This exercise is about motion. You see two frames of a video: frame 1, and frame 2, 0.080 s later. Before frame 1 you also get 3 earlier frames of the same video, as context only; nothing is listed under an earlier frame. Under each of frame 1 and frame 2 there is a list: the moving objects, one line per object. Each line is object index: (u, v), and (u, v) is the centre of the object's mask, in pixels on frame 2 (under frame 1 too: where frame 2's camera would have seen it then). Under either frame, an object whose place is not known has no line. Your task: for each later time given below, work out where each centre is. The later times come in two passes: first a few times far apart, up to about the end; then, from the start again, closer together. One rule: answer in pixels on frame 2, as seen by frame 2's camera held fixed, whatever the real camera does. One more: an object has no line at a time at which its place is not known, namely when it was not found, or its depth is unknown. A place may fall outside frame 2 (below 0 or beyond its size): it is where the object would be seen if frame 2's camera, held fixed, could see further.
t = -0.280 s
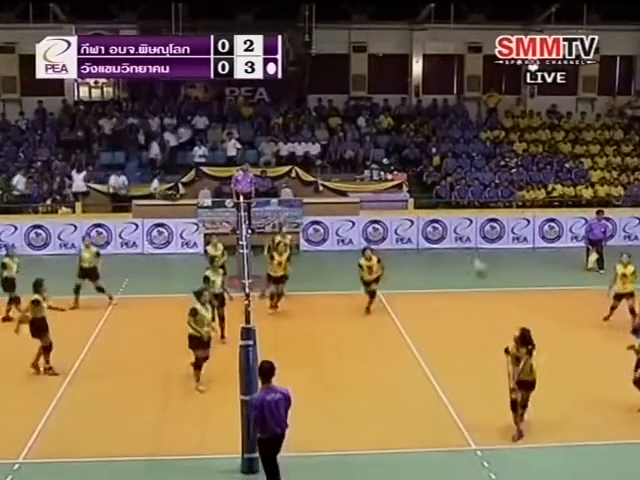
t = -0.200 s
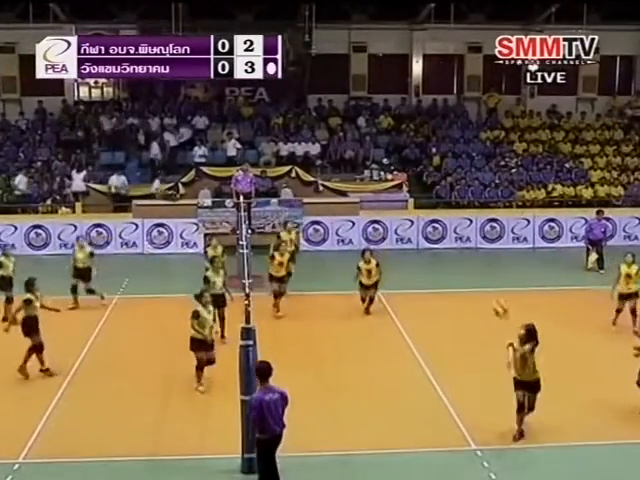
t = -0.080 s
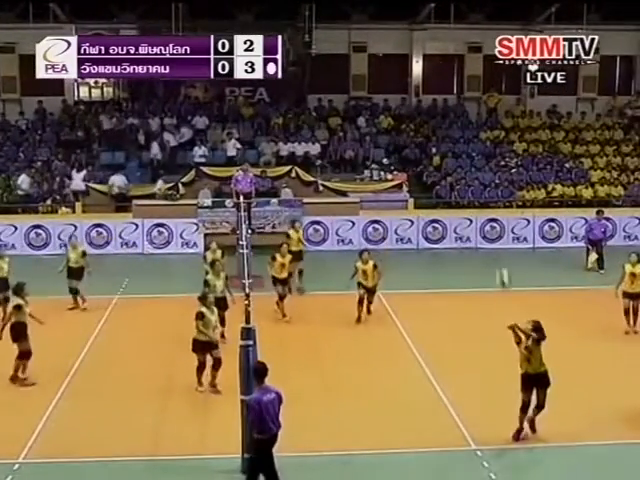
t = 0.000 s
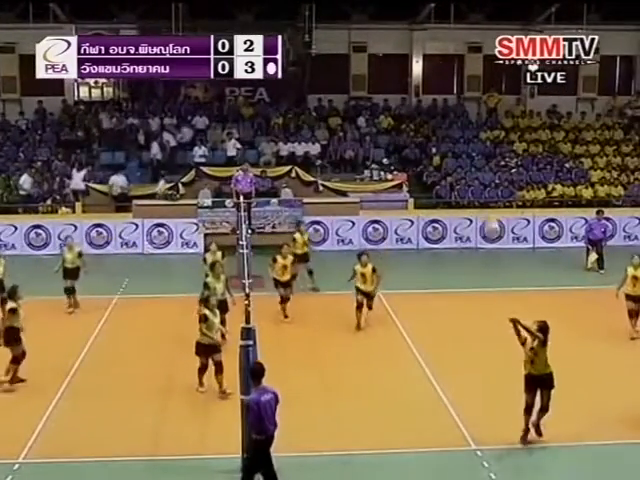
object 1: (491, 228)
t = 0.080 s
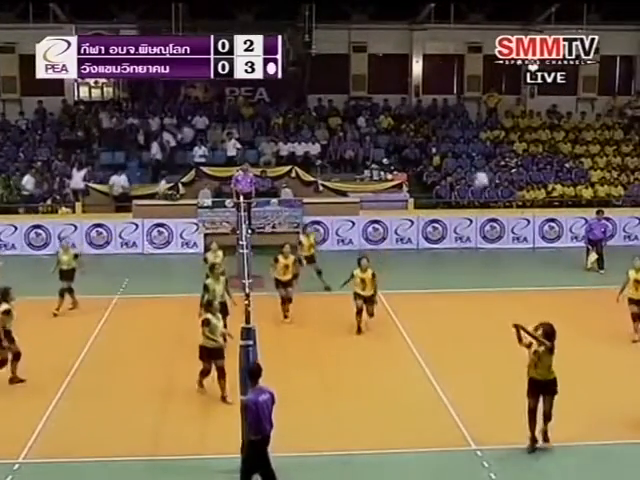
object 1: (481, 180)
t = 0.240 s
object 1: (460, 106)
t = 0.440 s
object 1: (436, 46)
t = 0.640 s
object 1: (412, 19)
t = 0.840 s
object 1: (390, 17)
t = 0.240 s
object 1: (460, 106)
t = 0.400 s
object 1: (440, 57)
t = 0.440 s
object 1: (436, 46)
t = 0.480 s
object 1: (431, 36)
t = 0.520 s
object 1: (426, 29)
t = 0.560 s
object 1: (422, 24)
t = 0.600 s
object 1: (416, 22)
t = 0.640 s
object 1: (412, 19)
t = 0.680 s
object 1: (407, 16)
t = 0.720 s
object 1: (403, 15)
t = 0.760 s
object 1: (399, 14)
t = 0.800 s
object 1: (394, 15)
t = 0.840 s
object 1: (390, 17)
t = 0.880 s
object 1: (387, 19)
